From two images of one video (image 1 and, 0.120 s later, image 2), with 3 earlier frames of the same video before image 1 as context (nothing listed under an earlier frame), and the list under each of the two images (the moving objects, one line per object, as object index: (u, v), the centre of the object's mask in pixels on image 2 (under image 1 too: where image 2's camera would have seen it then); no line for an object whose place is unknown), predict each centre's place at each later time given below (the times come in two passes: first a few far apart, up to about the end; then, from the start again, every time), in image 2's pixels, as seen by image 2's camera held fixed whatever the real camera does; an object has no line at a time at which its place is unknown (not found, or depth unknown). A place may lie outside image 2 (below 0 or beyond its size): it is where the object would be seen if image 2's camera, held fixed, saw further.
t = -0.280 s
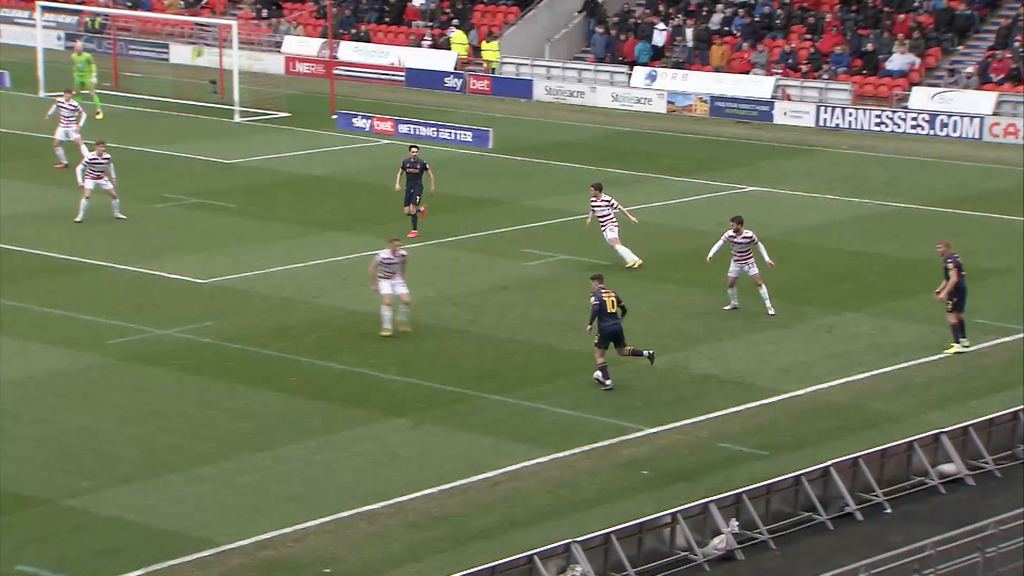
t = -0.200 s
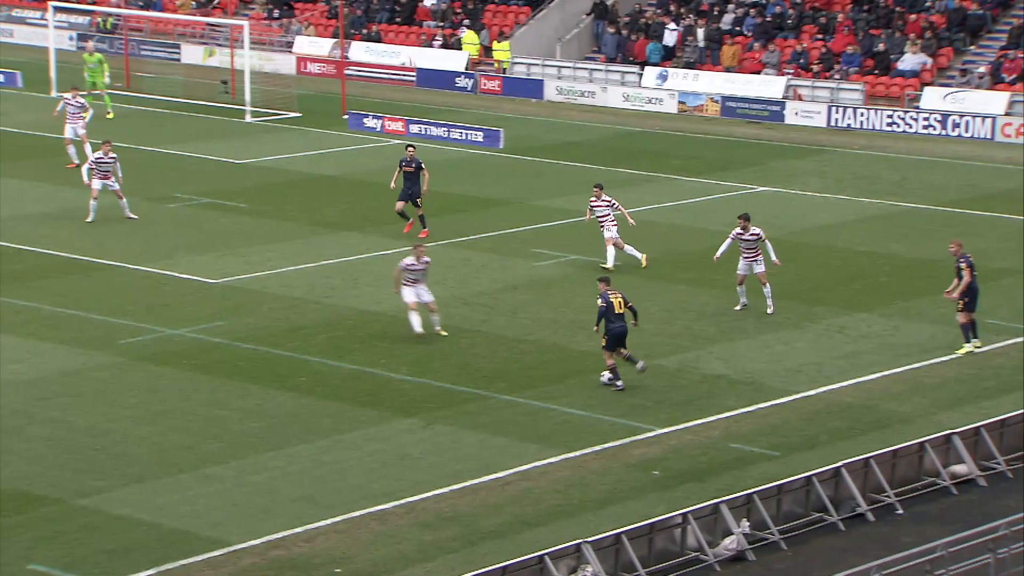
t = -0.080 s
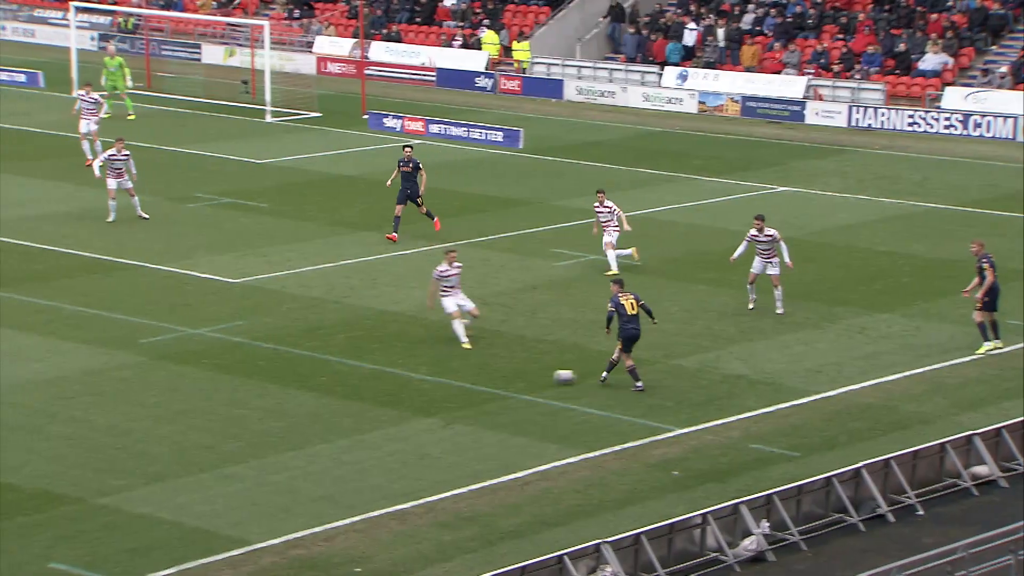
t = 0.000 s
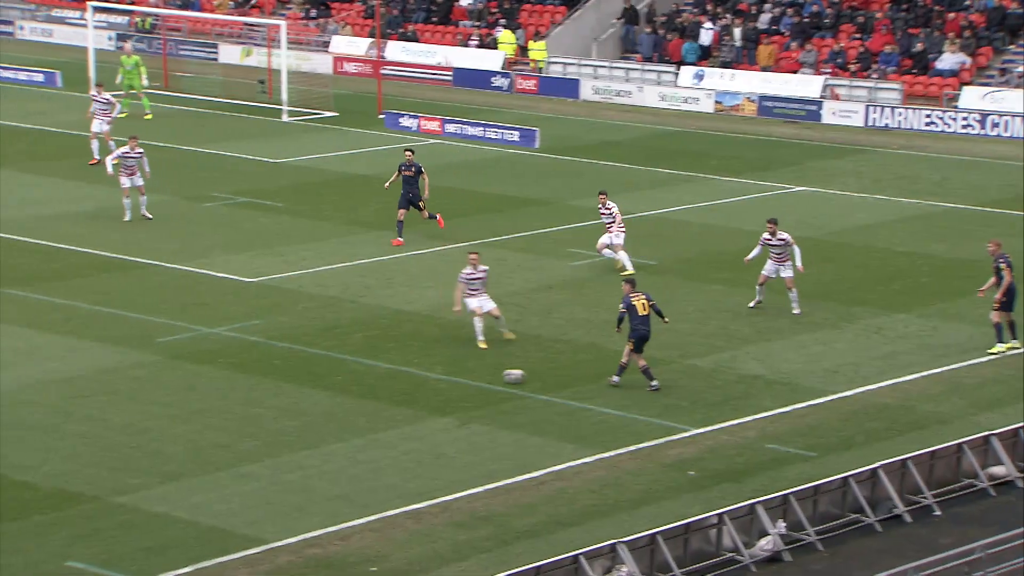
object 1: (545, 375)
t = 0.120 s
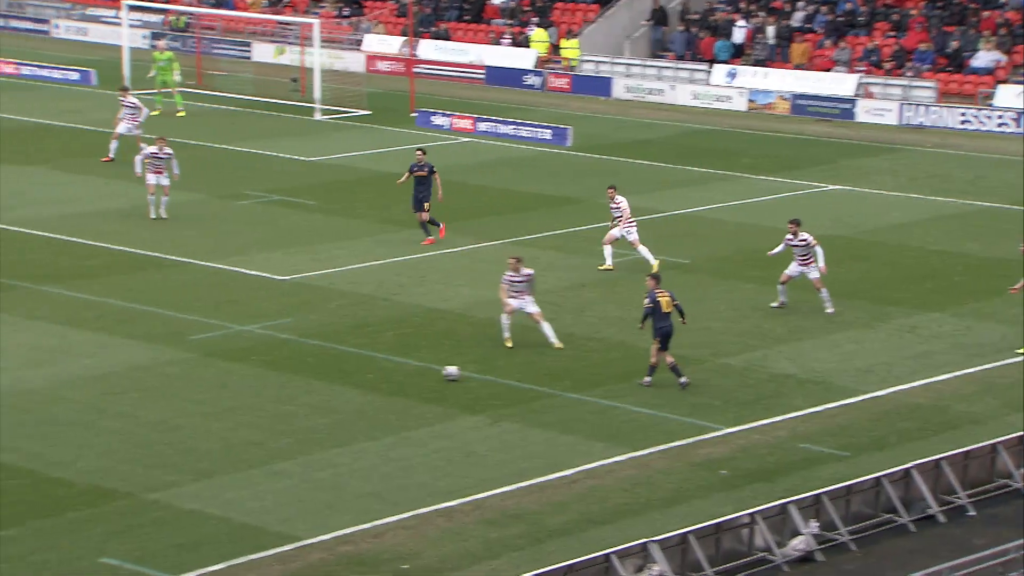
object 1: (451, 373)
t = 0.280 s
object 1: (336, 373)
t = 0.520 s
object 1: (182, 374)
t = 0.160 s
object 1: (421, 373)
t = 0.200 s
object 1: (392, 374)
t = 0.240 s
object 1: (364, 373)
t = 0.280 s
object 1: (336, 373)
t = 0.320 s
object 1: (309, 374)
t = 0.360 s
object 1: (283, 373)
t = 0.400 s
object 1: (256, 374)
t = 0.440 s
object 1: (231, 374)
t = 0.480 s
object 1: (206, 374)
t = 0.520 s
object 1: (182, 374)
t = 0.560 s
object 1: (158, 375)
